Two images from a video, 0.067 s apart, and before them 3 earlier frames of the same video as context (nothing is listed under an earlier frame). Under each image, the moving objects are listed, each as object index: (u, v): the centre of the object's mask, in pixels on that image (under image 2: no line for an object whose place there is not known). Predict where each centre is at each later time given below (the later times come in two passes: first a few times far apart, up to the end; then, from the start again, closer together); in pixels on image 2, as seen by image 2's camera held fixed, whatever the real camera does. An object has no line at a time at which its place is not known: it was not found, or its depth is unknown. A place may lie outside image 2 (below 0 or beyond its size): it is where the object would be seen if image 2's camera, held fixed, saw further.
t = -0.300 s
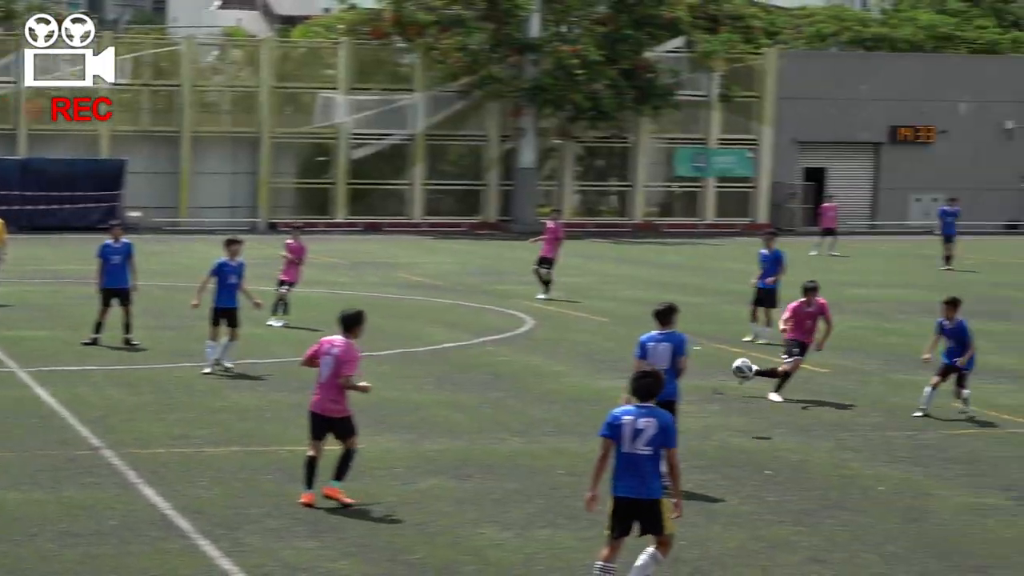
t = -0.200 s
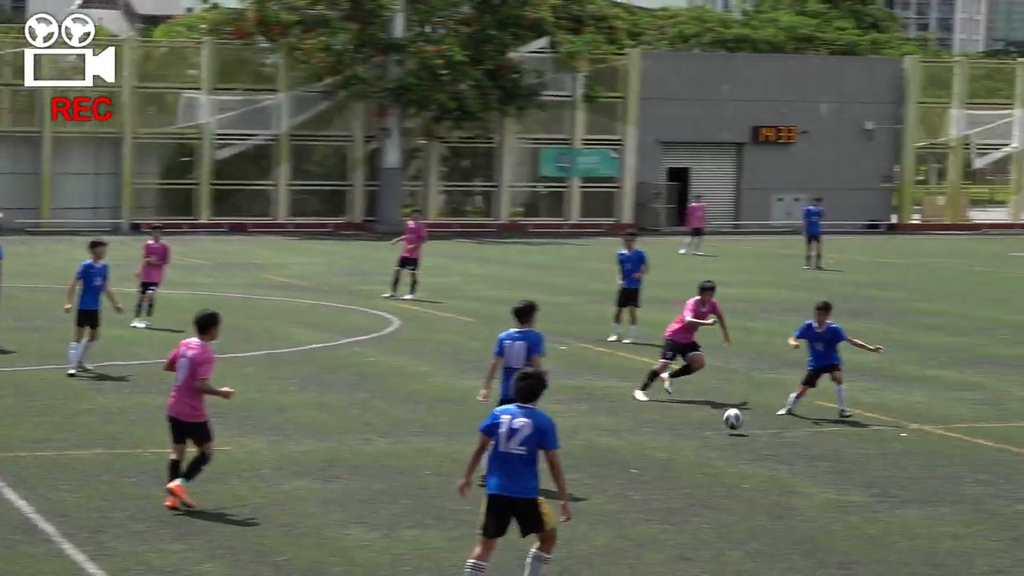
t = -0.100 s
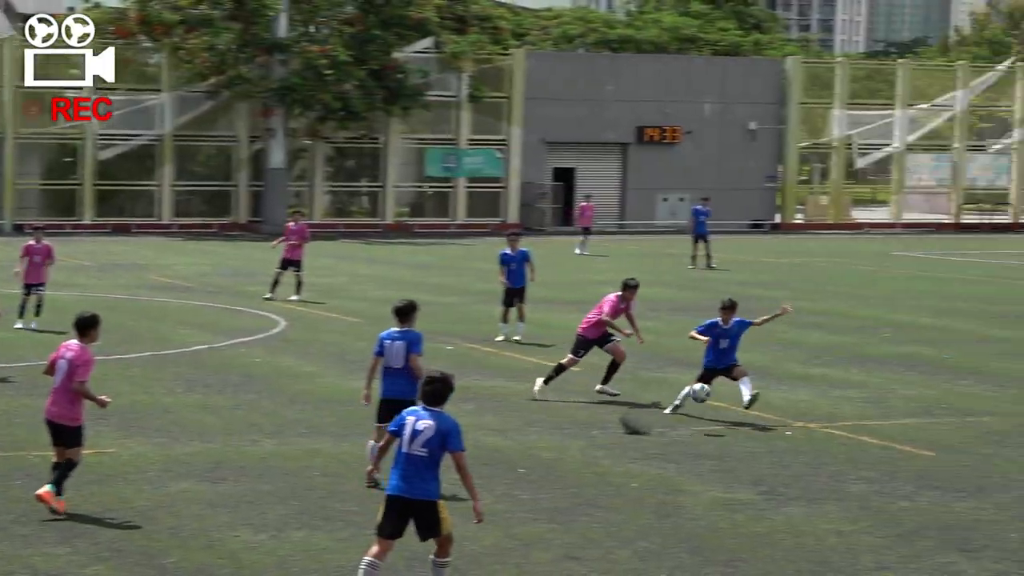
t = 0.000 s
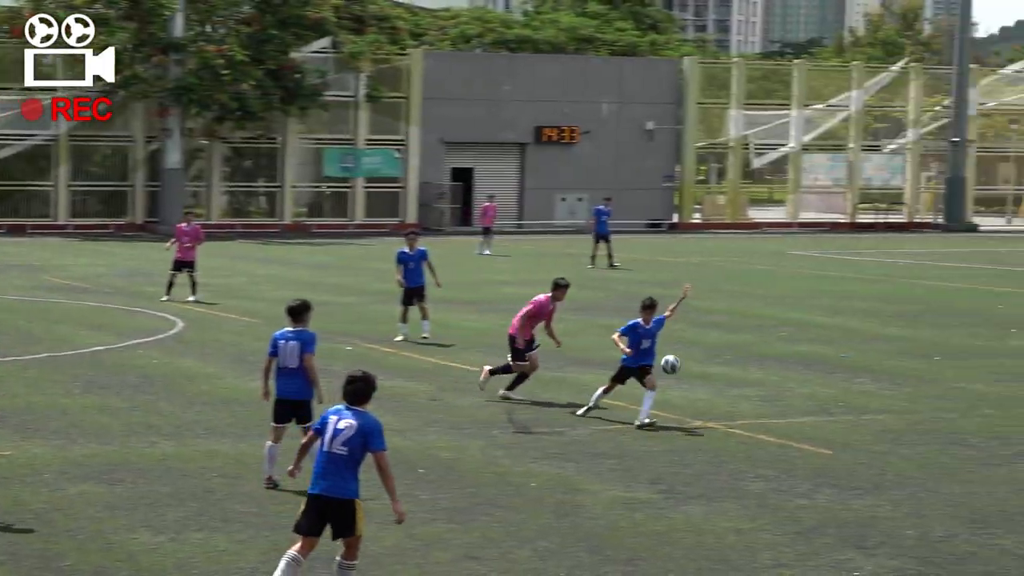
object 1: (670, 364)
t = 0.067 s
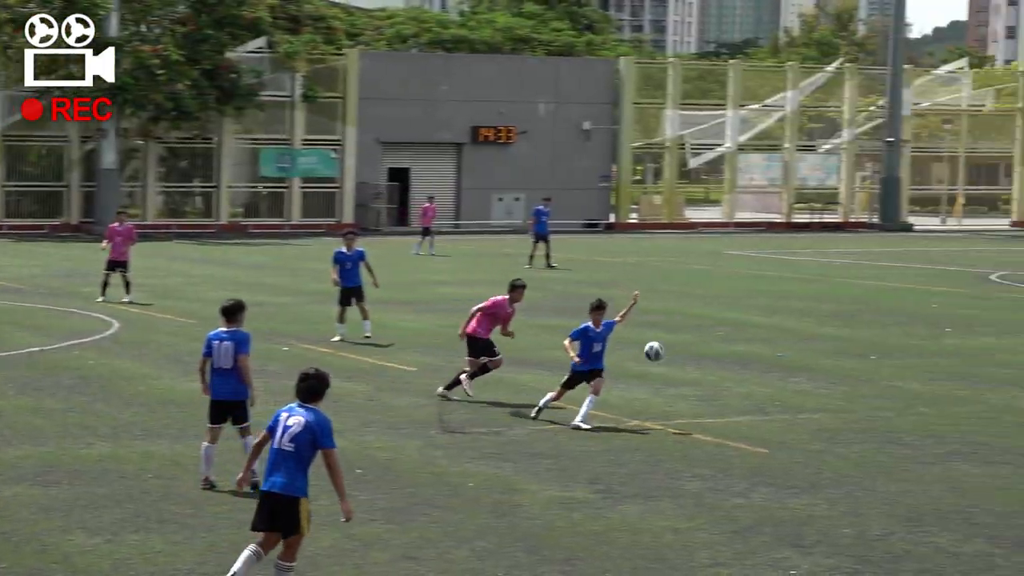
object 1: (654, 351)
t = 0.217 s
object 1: (751, 337)
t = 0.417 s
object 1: (875, 352)
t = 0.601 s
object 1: (979, 396)
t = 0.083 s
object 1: (664, 348)
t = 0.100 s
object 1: (675, 346)
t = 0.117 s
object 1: (686, 344)
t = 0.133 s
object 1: (697, 342)
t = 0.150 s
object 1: (708, 340)
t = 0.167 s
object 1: (719, 339)
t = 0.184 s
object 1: (730, 338)
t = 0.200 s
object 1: (740, 337)
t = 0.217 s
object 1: (751, 337)
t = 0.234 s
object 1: (762, 337)
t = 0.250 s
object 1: (773, 337)
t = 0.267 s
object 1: (783, 338)
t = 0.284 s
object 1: (793, 338)
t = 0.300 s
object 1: (803, 339)
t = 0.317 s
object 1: (814, 340)
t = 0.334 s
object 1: (824, 341)
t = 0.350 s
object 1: (834, 343)
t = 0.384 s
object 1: (855, 347)
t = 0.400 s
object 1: (865, 350)
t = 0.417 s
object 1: (875, 352)
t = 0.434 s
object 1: (885, 355)
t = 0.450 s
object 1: (894, 358)
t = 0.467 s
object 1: (904, 361)
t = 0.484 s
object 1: (914, 365)
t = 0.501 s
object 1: (923, 368)
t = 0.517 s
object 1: (932, 372)
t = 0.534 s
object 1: (942, 377)
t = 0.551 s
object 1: (951, 381)
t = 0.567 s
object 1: (961, 386)
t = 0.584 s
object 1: (969, 391)
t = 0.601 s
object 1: (979, 396)
